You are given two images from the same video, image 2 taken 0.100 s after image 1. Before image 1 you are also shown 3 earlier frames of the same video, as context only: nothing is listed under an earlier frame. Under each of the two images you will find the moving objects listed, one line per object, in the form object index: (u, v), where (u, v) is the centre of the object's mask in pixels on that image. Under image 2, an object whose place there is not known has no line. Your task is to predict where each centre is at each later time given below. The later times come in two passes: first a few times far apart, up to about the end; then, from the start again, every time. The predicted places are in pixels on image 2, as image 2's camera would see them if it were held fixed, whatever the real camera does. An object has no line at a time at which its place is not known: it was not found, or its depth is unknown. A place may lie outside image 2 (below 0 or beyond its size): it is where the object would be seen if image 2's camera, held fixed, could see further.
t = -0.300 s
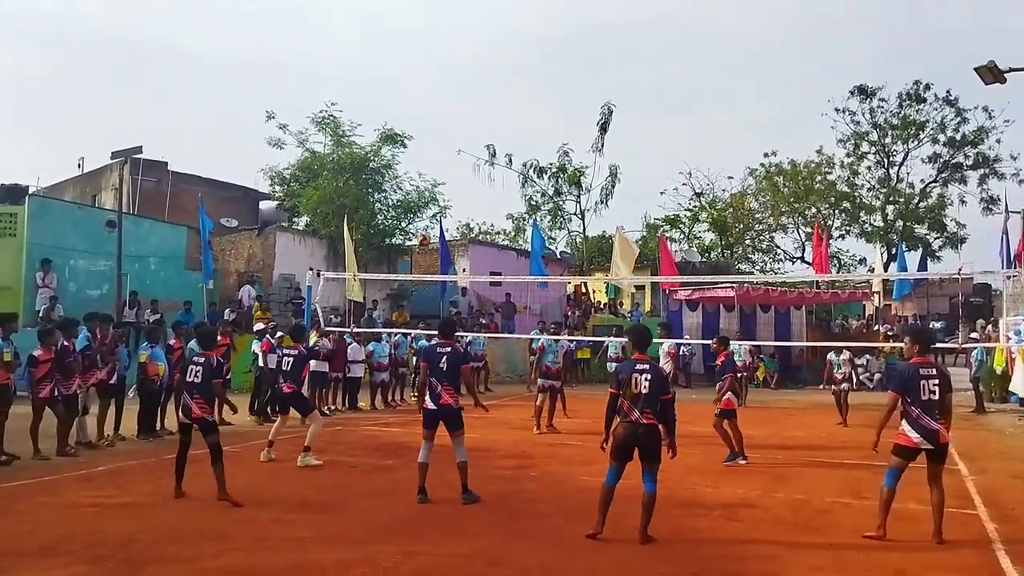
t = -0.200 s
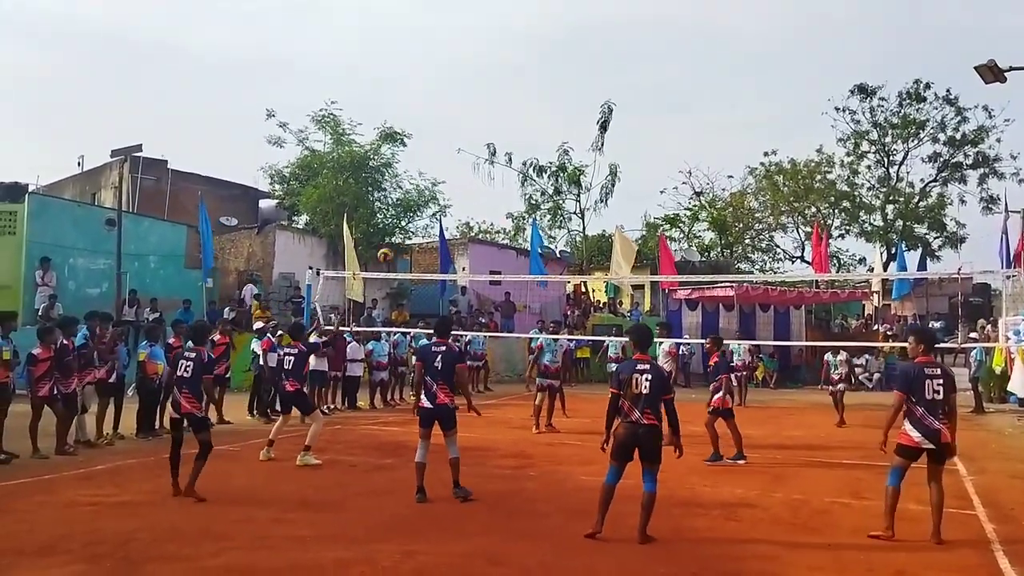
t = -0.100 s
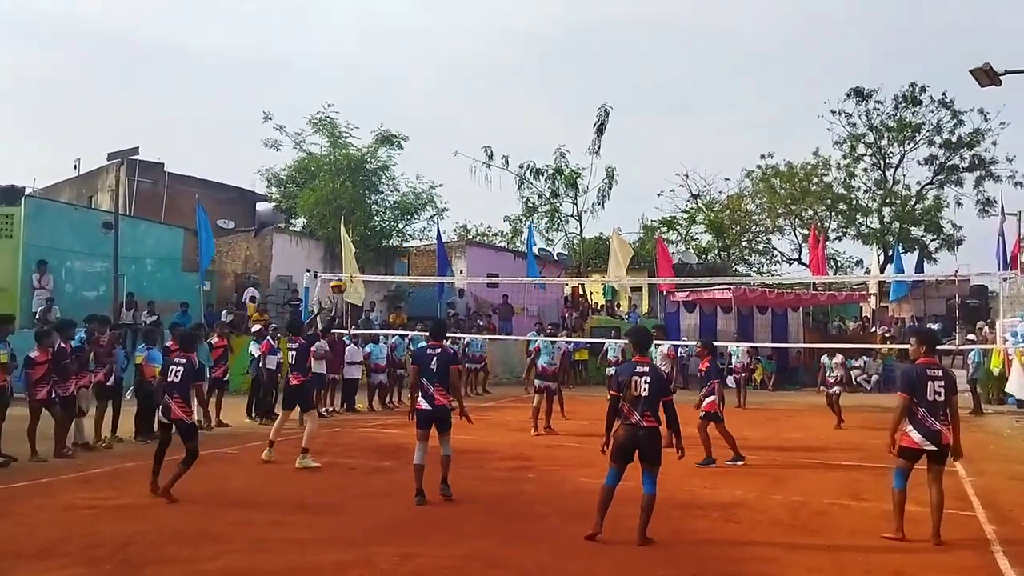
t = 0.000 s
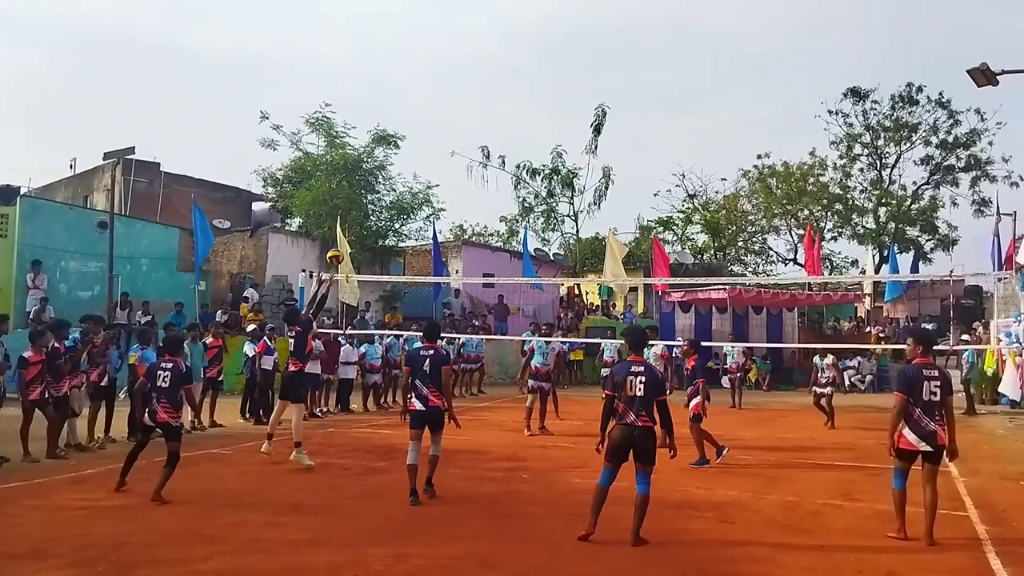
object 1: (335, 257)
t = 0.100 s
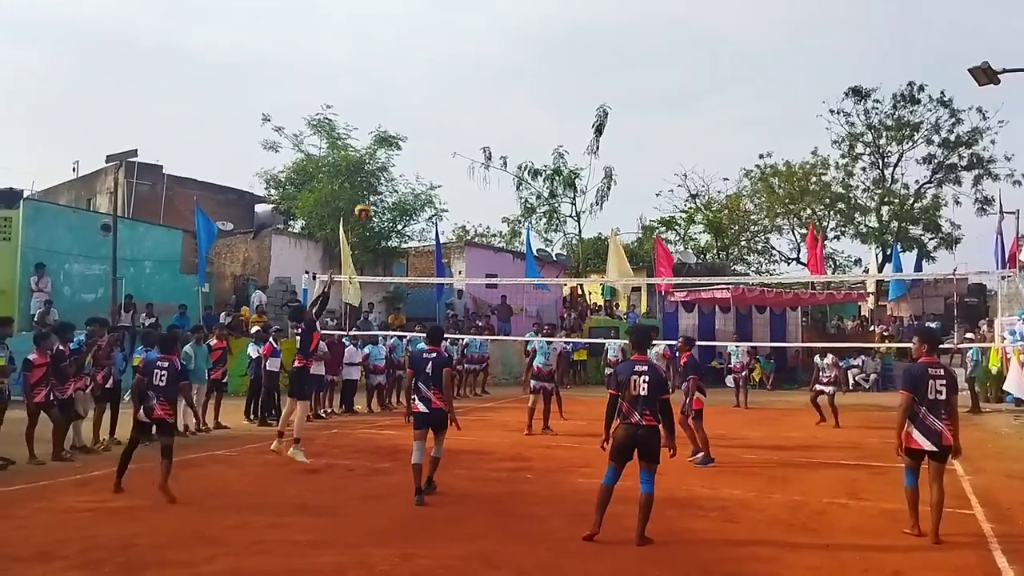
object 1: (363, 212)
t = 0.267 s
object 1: (403, 154)
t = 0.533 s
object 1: (462, 109)
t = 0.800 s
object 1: (513, 118)
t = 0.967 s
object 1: (541, 147)
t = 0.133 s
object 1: (370, 198)
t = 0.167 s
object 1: (379, 186)
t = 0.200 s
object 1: (387, 174)
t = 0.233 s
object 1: (396, 164)
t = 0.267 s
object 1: (403, 154)
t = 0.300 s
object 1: (410, 145)
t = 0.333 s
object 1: (418, 137)
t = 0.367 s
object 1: (426, 130)
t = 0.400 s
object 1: (432, 125)
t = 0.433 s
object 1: (439, 121)
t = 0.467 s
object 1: (446, 116)
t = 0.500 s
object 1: (453, 112)
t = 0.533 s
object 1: (462, 109)
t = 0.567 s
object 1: (467, 108)
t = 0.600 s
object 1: (473, 107)
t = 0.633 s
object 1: (482, 107)
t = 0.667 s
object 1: (488, 108)
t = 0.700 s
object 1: (494, 109)
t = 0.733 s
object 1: (500, 112)
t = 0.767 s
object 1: (506, 115)
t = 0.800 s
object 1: (513, 118)
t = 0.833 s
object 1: (518, 123)
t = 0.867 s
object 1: (524, 128)
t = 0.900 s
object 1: (530, 133)
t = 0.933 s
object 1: (535, 140)
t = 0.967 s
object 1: (541, 147)
